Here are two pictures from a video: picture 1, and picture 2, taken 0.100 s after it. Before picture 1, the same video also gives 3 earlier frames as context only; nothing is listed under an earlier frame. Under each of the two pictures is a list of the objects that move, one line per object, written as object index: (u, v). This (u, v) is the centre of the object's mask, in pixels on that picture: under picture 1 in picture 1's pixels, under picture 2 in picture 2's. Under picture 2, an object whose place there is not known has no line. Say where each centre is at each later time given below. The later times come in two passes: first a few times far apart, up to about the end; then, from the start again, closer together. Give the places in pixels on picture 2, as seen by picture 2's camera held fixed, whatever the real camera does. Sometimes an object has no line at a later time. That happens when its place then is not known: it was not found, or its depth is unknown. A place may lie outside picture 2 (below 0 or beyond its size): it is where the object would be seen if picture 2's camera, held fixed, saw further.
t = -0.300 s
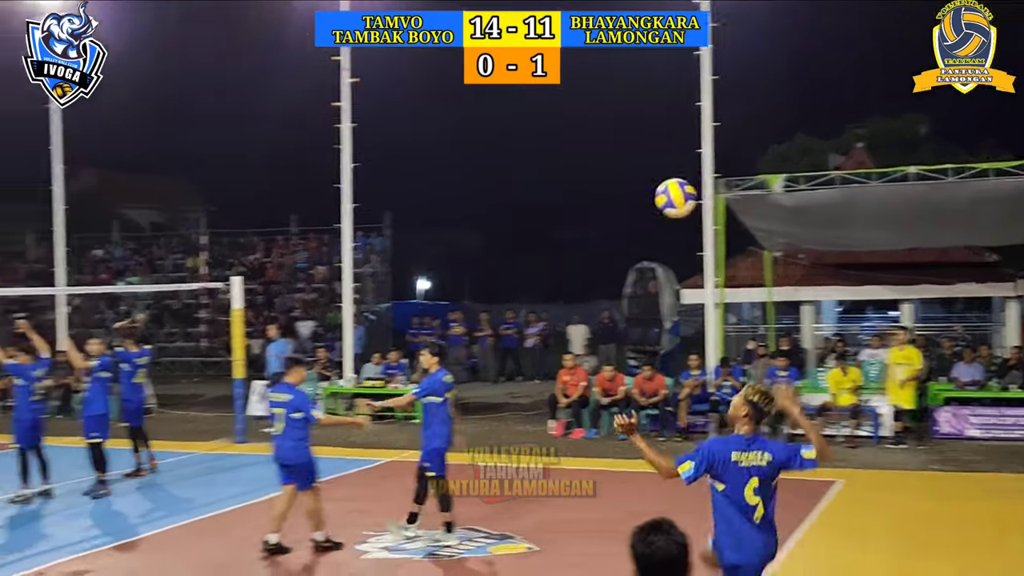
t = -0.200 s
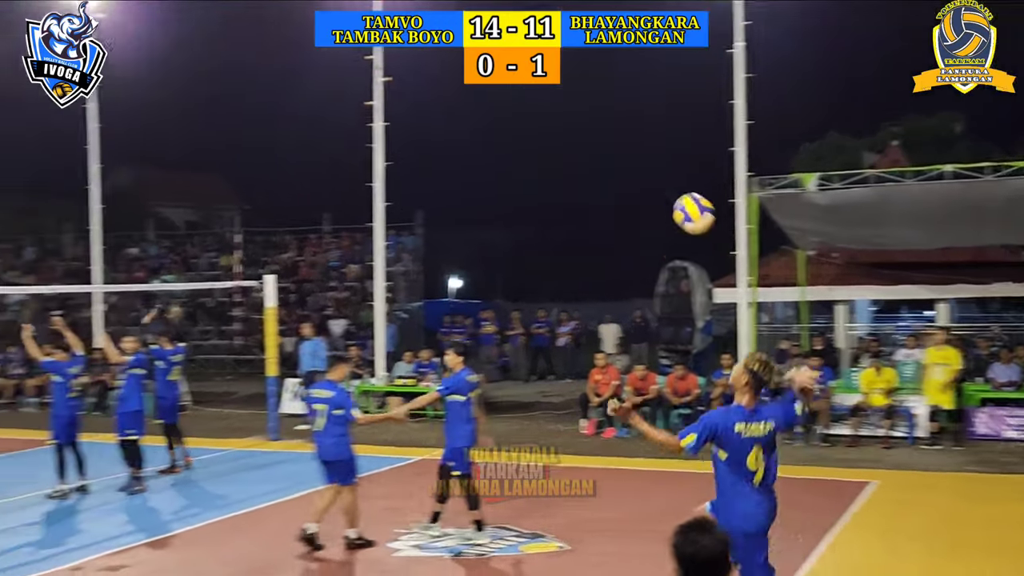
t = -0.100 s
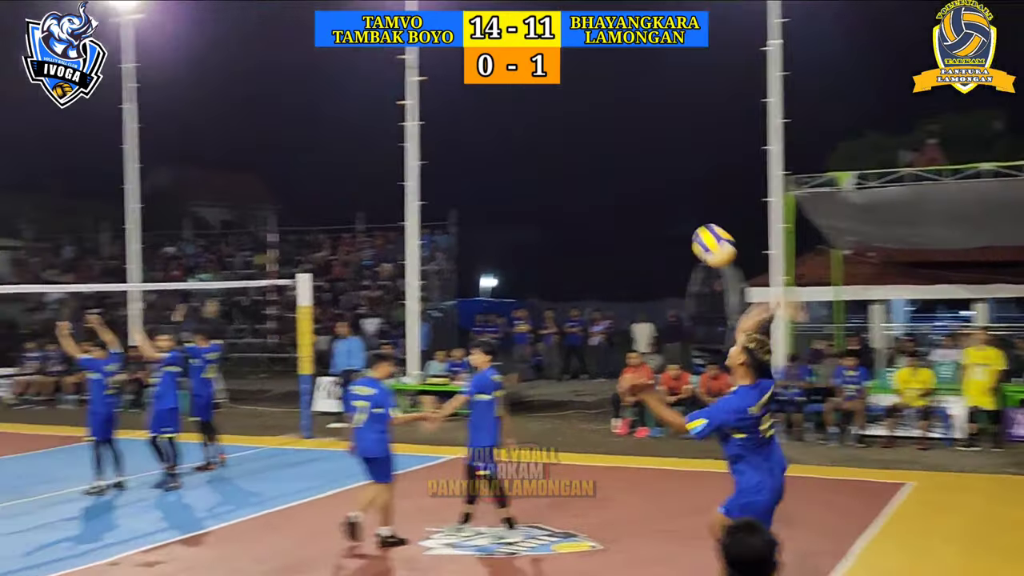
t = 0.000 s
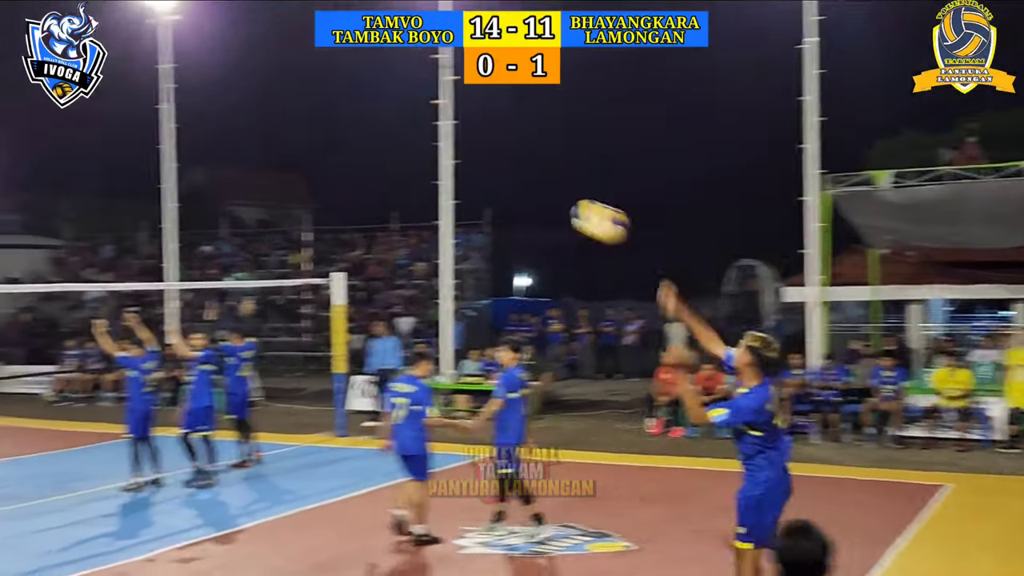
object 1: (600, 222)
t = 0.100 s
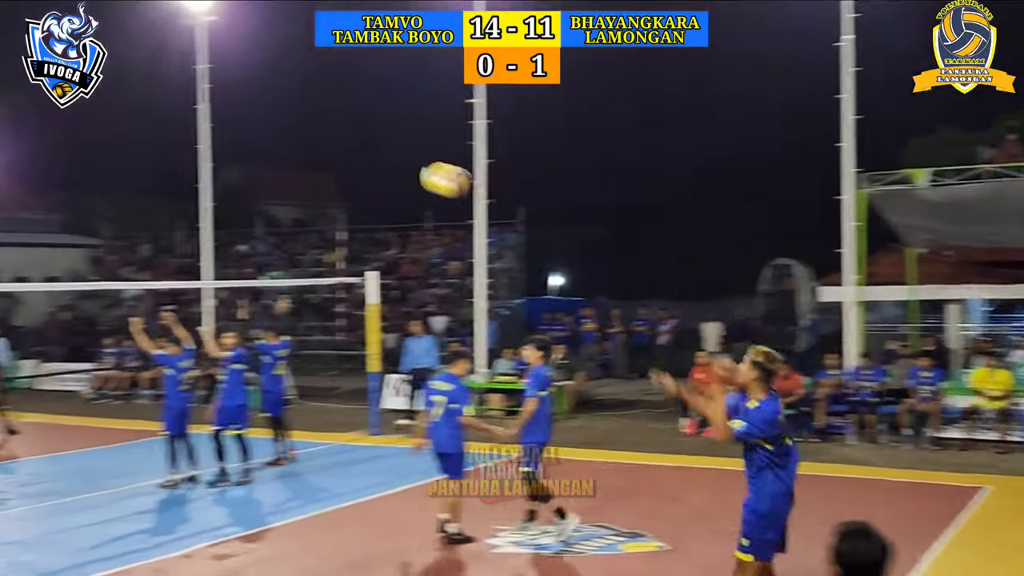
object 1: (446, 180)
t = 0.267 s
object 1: (201, 150)
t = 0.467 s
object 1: (-17, 161)
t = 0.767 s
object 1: (-261, 243)
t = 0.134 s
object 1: (391, 171)
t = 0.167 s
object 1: (340, 164)
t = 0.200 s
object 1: (291, 159)
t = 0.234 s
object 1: (244, 154)
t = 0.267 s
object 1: (201, 150)
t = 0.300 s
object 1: (159, 149)
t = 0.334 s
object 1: (120, 149)
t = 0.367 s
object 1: (84, 150)
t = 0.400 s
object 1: (48, 153)
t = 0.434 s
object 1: (14, 156)
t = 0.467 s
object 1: (-17, 161)
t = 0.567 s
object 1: (-110, 181)
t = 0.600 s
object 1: (-139, 190)
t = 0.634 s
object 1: (-167, 199)
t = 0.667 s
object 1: (-192, 209)
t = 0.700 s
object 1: (-218, 221)
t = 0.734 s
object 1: (-243, 232)
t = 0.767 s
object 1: (-261, 243)
